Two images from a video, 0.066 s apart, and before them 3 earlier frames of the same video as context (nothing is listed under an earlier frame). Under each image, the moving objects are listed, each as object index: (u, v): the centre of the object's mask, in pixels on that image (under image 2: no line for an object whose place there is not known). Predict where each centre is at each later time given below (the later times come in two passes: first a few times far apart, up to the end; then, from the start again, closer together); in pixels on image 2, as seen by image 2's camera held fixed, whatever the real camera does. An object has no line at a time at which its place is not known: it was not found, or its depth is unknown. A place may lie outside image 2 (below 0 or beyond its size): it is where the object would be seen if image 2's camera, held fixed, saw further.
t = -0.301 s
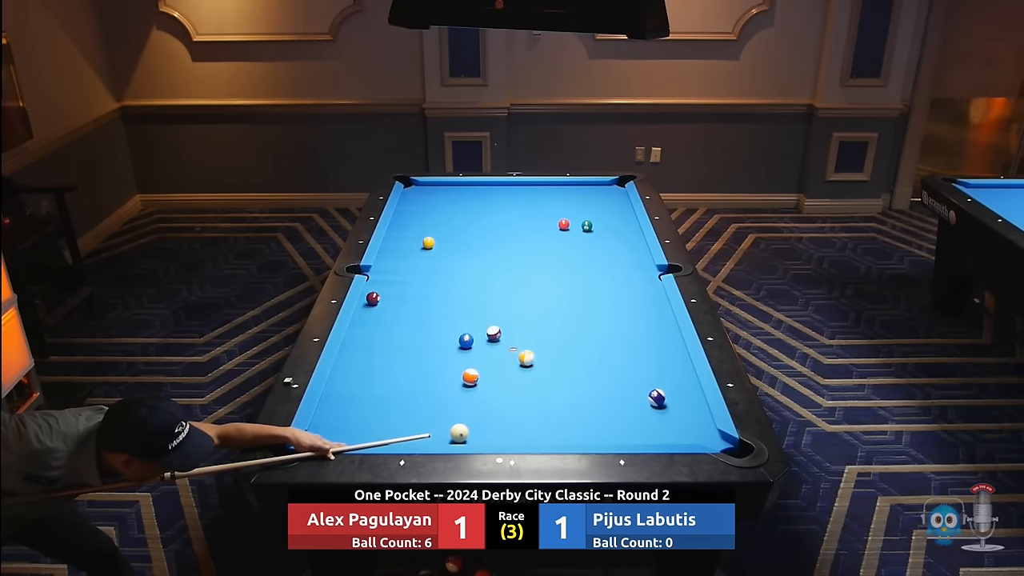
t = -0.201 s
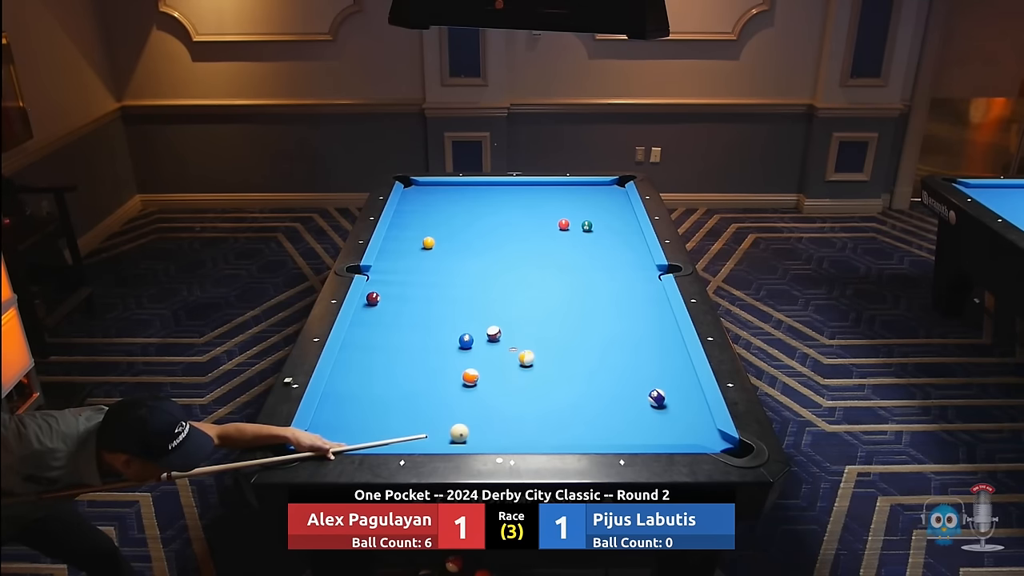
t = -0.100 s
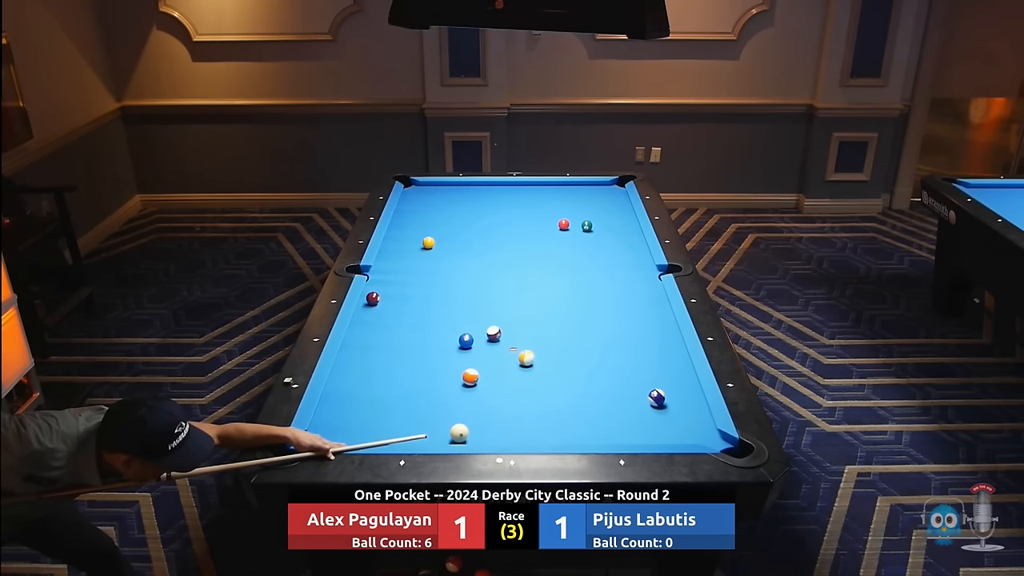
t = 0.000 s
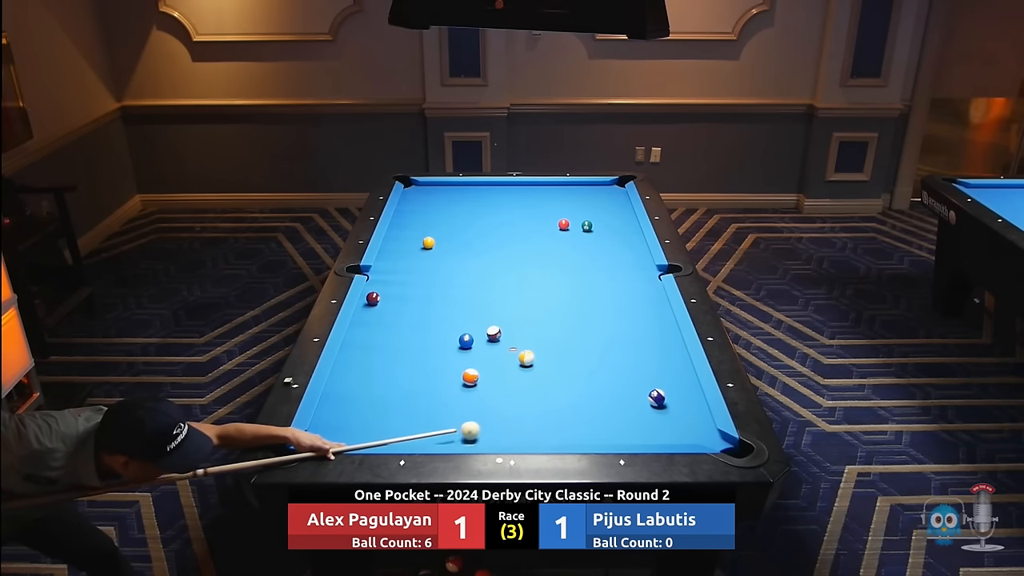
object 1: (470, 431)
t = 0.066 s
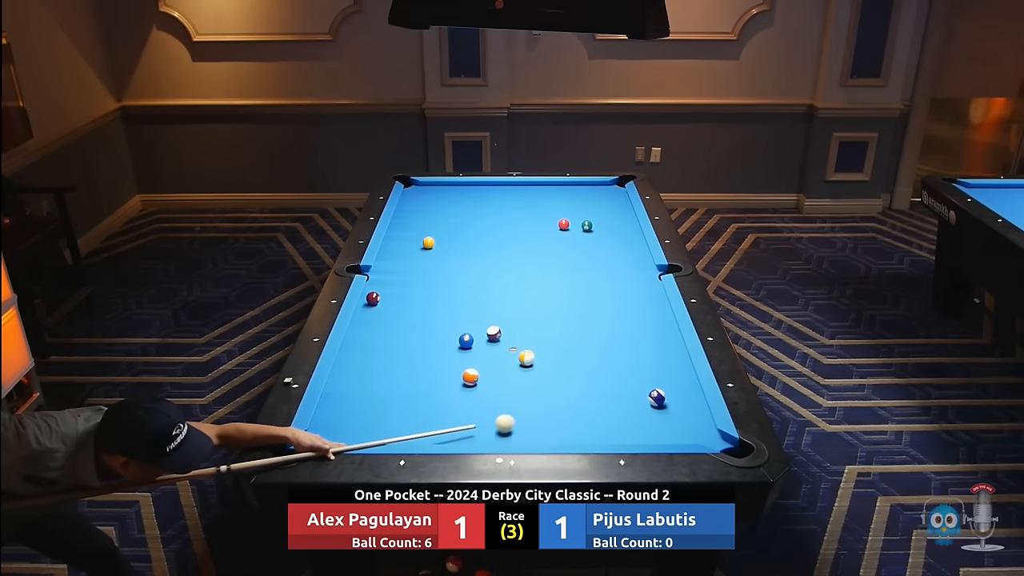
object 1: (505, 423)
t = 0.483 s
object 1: (643, 385)
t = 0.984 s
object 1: (668, 338)
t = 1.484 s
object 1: (625, 303)
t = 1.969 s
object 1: (593, 277)
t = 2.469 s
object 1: (566, 255)
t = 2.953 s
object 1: (545, 237)
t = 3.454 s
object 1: (526, 222)
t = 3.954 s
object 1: (511, 210)
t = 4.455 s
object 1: (498, 200)
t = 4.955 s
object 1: (487, 192)
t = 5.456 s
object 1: (478, 186)
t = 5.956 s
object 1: (472, 185)
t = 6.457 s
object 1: (469, 187)
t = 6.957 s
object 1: (467, 188)
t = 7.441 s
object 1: (467, 188)
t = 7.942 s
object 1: (467, 188)
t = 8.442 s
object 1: (467, 188)
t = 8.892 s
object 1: (467, 188)
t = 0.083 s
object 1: (513, 422)
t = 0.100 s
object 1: (520, 420)
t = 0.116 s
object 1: (528, 419)
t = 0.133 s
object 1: (535, 417)
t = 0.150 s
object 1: (542, 416)
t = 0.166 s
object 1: (550, 415)
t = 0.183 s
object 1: (556, 413)
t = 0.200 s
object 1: (564, 411)
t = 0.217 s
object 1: (570, 410)
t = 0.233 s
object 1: (577, 408)
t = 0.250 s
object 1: (584, 407)
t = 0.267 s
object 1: (591, 406)
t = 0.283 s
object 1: (598, 404)
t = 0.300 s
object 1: (604, 403)
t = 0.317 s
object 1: (611, 401)
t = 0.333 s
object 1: (618, 400)
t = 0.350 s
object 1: (625, 399)
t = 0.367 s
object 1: (631, 397)
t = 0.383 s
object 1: (637, 396)
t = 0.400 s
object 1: (639, 394)
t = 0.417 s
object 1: (640, 392)
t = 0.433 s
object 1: (640, 390)
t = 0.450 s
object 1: (641, 388)
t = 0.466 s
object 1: (642, 386)
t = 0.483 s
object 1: (643, 385)
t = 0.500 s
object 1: (645, 383)
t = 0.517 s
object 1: (646, 381)
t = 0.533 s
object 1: (647, 379)
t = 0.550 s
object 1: (649, 378)
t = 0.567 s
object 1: (651, 376)
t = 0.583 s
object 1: (652, 374)
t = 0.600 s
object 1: (654, 372)
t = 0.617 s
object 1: (655, 371)
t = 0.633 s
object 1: (657, 369)
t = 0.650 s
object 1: (659, 367)
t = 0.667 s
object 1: (660, 366)
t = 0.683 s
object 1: (662, 364)
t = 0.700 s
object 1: (663, 363)
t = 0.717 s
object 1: (665, 361)
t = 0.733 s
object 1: (666, 360)
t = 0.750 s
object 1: (668, 358)
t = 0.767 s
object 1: (669, 356)
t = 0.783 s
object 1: (671, 355)
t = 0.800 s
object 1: (672, 353)
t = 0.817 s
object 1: (674, 352)
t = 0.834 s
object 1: (675, 350)
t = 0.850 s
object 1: (676, 349)
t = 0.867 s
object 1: (678, 348)
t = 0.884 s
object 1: (678, 346)
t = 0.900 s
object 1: (676, 345)
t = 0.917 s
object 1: (674, 344)
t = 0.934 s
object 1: (672, 342)
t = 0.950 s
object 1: (671, 341)
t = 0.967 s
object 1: (669, 340)
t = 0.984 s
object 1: (668, 338)
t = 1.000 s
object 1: (666, 337)
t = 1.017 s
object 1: (664, 336)
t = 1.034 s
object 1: (663, 334)
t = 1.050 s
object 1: (662, 333)
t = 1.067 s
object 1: (660, 332)
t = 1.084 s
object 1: (658, 331)
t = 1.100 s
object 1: (657, 330)
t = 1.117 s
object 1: (656, 328)
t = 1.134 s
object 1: (654, 327)
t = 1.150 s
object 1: (653, 326)
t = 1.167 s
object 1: (651, 325)
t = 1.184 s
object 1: (648, 323)
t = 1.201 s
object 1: (647, 321)
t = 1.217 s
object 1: (646, 320)
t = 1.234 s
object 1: (644, 319)
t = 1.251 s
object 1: (643, 318)
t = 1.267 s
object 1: (642, 317)
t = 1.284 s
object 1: (640, 316)
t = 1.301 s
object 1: (639, 315)
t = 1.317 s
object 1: (638, 313)
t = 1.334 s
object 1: (636, 312)
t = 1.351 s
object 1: (635, 311)
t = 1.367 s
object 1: (634, 310)
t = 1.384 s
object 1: (632, 309)
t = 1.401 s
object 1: (631, 308)
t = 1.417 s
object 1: (630, 307)
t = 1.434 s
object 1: (629, 306)
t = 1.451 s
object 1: (627, 305)
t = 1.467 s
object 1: (626, 304)
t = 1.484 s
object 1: (625, 303)
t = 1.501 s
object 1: (624, 302)
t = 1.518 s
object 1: (622, 301)
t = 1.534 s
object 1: (621, 300)
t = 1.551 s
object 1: (620, 299)
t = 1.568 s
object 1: (619, 298)
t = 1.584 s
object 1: (618, 297)
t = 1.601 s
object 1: (616, 296)
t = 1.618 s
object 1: (615, 295)
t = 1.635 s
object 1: (614, 294)
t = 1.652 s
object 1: (613, 293)
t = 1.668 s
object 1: (612, 292)
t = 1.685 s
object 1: (611, 291)
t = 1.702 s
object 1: (610, 291)
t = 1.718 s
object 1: (609, 290)
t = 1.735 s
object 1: (608, 289)
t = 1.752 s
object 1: (606, 288)
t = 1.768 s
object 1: (605, 287)
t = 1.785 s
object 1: (604, 286)
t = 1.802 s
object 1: (603, 285)
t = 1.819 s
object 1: (602, 284)
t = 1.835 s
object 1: (601, 283)
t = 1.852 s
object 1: (600, 283)
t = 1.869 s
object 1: (599, 282)
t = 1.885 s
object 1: (598, 281)
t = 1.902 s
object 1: (597, 280)
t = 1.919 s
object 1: (596, 279)
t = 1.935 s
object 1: (595, 279)
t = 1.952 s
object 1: (594, 278)
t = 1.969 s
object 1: (593, 277)
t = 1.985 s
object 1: (592, 276)
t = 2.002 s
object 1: (591, 275)
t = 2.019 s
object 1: (590, 274)
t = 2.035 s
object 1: (589, 274)
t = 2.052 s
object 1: (588, 273)
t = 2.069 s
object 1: (587, 272)
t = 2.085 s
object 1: (586, 271)
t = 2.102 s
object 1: (585, 271)
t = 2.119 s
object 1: (584, 270)
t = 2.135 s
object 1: (583, 269)
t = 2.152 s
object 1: (582, 268)
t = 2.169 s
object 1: (582, 267)
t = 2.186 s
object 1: (581, 267)
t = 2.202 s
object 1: (580, 266)
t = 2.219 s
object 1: (579, 265)
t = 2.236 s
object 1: (578, 265)
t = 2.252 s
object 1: (577, 264)
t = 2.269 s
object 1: (576, 263)
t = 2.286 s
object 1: (575, 263)
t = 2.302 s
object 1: (574, 262)
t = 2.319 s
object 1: (574, 261)
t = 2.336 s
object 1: (573, 260)
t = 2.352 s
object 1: (572, 260)
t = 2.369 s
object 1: (571, 259)
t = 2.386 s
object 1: (570, 258)
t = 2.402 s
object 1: (569, 257)
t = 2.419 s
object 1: (569, 257)
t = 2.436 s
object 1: (568, 256)
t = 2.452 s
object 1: (567, 255)
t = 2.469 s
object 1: (566, 255)
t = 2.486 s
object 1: (565, 254)
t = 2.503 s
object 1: (565, 253)
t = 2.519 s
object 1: (564, 253)
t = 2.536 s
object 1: (563, 252)
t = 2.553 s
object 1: (562, 251)
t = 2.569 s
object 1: (561, 251)
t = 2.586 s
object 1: (561, 250)
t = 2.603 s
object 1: (560, 250)
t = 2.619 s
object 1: (559, 249)
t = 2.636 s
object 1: (558, 248)
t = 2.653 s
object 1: (557, 248)
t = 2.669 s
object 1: (557, 247)
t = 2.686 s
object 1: (556, 246)
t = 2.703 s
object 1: (555, 246)
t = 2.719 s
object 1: (555, 245)
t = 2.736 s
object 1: (554, 245)
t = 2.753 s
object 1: (553, 244)
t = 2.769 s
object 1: (552, 244)
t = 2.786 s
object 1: (552, 243)
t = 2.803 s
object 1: (551, 242)
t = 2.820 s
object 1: (550, 242)
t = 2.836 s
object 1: (550, 241)
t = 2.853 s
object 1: (549, 241)
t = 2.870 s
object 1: (548, 240)
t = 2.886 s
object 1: (547, 239)
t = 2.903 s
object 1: (547, 239)
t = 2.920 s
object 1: (546, 238)
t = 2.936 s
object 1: (545, 238)
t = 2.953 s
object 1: (545, 237)
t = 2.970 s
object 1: (544, 237)
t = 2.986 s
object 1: (543, 236)
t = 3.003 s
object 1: (543, 236)
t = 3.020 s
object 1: (542, 235)
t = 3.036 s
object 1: (541, 235)
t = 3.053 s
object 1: (541, 234)
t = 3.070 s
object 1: (540, 234)
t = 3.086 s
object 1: (539, 233)
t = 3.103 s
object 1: (539, 232)
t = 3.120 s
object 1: (538, 232)
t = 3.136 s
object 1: (537, 231)
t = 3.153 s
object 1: (537, 231)
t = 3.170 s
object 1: (536, 230)
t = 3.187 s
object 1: (536, 230)
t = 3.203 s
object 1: (535, 229)
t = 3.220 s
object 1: (534, 229)
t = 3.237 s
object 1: (534, 228)
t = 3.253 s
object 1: (533, 228)
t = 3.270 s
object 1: (533, 228)
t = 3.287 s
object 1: (531, 227)
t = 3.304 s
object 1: (531, 226)
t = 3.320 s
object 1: (530, 226)
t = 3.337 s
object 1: (530, 225)
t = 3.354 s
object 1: (529, 225)
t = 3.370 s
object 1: (528, 224)
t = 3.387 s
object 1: (528, 224)
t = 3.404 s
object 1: (527, 223)
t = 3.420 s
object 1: (527, 223)
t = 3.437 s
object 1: (526, 222)
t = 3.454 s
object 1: (526, 222)
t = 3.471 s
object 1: (525, 222)
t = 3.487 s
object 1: (525, 221)
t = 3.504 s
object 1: (524, 221)
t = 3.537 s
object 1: (523, 220)
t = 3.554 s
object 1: (523, 220)
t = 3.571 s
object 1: (522, 219)
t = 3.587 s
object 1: (522, 219)
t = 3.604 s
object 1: (521, 219)
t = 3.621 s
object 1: (521, 218)
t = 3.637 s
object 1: (520, 218)
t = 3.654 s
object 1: (520, 217)
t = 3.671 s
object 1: (519, 217)
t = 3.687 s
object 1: (519, 217)
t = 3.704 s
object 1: (518, 216)
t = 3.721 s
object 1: (518, 216)
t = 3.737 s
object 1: (517, 215)
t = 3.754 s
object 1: (517, 215)
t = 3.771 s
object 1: (516, 214)
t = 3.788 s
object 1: (515, 214)
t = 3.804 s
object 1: (515, 213)
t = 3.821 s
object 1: (514, 213)
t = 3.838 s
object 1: (514, 213)
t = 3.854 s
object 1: (513, 212)
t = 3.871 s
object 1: (513, 212)
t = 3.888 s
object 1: (513, 211)
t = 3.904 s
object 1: (512, 211)
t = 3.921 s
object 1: (511, 211)
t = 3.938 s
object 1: (511, 210)
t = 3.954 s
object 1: (511, 210)
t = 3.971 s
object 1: (510, 210)
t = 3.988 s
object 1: (510, 209)
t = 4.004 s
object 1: (509, 209)
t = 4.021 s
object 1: (509, 208)
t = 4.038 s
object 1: (508, 208)
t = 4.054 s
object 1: (508, 208)
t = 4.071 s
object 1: (507, 207)
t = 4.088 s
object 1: (507, 207)
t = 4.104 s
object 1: (507, 207)
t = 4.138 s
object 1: (506, 206)
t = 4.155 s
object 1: (506, 206)
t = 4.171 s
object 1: (505, 206)
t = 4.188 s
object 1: (505, 205)
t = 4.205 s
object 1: (504, 205)
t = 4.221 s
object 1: (504, 204)
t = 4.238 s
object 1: (503, 204)
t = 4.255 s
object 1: (503, 204)
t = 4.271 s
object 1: (502, 203)
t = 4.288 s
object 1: (502, 203)
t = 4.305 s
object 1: (501, 203)
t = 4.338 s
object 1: (501, 202)
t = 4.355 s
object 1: (501, 202)
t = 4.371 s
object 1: (500, 202)
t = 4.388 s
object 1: (500, 201)
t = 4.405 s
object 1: (499, 201)
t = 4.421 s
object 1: (499, 201)
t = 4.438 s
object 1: (499, 201)
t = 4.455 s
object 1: (498, 200)
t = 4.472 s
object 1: (498, 200)
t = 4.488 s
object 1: (497, 200)
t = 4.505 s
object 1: (497, 199)
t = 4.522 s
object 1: (497, 199)
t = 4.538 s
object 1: (496, 199)
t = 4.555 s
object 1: (496, 198)
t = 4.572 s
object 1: (495, 198)
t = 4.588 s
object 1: (495, 198)
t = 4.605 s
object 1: (495, 198)
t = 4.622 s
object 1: (494, 198)
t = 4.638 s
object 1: (494, 197)
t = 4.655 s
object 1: (494, 197)
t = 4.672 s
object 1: (493, 197)
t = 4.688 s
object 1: (493, 196)
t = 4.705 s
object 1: (492, 196)
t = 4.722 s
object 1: (492, 196)
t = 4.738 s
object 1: (492, 195)
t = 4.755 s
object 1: (491, 195)
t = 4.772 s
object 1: (491, 195)
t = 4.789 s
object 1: (490, 194)
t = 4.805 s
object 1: (490, 194)
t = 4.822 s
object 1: (490, 194)
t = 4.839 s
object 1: (489, 194)
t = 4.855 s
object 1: (489, 194)
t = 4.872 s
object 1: (489, 193)
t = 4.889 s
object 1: (488, 193)
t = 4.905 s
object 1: (488, 193)
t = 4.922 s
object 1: (488, 193)
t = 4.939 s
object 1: (487, 192)
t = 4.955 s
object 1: (487, 192)
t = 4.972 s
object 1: (487, 192)
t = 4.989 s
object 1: (486, 192)
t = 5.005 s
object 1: (486, 191)
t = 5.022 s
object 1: (486, 191)
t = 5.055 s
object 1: (485, 191)
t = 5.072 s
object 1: (485, 191)
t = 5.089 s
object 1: (485, 190)
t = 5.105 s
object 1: (484, 190)
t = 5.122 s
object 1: (484, 190)
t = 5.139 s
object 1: (484, 190)
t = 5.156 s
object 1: (484, 190)
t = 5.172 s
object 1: (483, 189)
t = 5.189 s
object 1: (483, 189)
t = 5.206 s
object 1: (483, 189)
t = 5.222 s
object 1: (482, 189)
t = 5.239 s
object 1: (482, 189)
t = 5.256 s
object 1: (482, 188)
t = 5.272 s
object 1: (481, 188)
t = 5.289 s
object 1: (481, 188)
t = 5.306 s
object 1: (481, 187)
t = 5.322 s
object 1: (480, 187)
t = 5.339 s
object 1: (480, 187)
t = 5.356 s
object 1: (480, 187)
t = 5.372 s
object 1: (480, 187)
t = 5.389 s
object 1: (479, 187)
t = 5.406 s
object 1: (479, 186)
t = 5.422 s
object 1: (479, 186)
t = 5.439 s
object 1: (478, 186)
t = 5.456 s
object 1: (478, 186)
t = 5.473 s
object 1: (478, 186)
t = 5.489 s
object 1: (478, 185)
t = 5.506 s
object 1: (477, 185)
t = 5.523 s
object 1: (477, 185)
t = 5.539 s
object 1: (477, 185)
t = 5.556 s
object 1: (477, 185)
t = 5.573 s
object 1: (476, 185)
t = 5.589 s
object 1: (476, 184)
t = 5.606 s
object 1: (476, 184)
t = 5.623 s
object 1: (476, 184)
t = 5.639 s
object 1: (476, 184)
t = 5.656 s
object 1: (475, 184)
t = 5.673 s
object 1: (475, 184)
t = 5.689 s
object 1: (475, 184)
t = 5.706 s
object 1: (475, 184)
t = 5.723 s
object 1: (475, 184)
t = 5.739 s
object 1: (474, 184)
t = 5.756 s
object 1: (474, 184)
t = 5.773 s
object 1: (474, 184)
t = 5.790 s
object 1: (474, 184)
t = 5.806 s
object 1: (474, 184)
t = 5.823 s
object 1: (473, 184)
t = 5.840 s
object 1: (473, 184)
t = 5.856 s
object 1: (473, 184)
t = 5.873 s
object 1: (473, 185)
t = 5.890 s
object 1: (473, 185)
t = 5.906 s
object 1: (473, 185)
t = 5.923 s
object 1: (472, 185)
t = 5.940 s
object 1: (472, 185)
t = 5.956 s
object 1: (472, 185)
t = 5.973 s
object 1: (472, 185)
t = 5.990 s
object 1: (472, 185)
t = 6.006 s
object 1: (472, 185)
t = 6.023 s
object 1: (472, 185)
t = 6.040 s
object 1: (471, 185)
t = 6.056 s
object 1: (471, 185)
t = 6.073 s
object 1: (471, 185)
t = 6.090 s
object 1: (471, 186)
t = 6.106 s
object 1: (471, 186)
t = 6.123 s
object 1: (471, 186)
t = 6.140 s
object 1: (471, 186)
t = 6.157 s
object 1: (471, 186)
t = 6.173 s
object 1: (470, 186)
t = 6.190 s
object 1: (470, 186)
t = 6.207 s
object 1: (470, 186)
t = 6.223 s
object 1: (470, 186)
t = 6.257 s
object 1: (470, 186)
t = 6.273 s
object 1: (470, 186)
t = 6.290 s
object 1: (470, 186)
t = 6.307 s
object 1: (470, 186)
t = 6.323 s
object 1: (470, 186)
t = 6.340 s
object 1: (469, 186)
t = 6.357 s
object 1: (469, 186)
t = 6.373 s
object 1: (469, 187)
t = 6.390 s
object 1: (469, 187)
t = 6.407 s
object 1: (469, 187)
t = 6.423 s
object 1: (469, 187)
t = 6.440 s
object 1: (469, 187)
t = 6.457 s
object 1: (469, 187)
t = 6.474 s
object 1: (469, 187)
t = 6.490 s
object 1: (468, 187)
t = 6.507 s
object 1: (468, 187)
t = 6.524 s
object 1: (468, 187)
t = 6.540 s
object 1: (468, 187)
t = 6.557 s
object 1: (468, 187)
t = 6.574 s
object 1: (468, 187)
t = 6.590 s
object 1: (468, 187)
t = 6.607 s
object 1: (468, 187)
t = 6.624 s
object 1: (468, 187)
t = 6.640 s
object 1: (468, 187)
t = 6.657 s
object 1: (468, 187)
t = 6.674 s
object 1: (468, 187)
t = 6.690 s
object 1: (468, 188)
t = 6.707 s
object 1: (468, 188)
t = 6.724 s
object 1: (468, 188)
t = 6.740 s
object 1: (468, 188)
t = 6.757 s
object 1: (467, 188)
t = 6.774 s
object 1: (467, 188)
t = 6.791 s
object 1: (467, 188)
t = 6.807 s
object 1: (467, 188)
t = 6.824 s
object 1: (467, 188)
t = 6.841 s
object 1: (467, 188)
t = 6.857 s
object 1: (467, 188)
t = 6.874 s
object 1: (467, 188)
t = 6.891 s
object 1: (467, 188)
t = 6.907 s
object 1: (467, 188)
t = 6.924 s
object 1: (467, 188)
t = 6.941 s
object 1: (467, 188)
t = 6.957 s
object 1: (467, 188)
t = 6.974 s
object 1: (467, 188)
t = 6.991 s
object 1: (467, 188)
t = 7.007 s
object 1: (467, 188)
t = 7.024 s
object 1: (467, 188)
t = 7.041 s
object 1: (467, 188)
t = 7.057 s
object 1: (467, 188)
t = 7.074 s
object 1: (467, 188)
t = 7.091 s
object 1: (467, 188)
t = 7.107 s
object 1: (467, 188)
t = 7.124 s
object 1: (467, 188)
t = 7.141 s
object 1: (467, 188)
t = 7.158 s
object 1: (467, 188)
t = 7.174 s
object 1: (467, 188)
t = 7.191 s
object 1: (467, 188)
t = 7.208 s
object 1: (467, 188)
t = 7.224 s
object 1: (467, 188)
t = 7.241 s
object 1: (467, 188)
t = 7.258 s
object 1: (467, 188)
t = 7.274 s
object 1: (467, 188)
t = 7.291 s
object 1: (467, 188)
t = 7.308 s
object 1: (467, 188)
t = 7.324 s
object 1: (467, 188)
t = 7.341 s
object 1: (467, 188)
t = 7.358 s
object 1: (467, 188)
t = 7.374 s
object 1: (467, 188)
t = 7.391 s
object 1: (467, 188)
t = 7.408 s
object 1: (467, 188)
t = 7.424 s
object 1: (467, 188)
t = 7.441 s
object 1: (467, 188)
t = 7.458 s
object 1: (467, 188)
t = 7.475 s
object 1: (467, 188)
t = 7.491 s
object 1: (467, 188)
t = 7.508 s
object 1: (467, 188)
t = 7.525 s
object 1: (467, 188)
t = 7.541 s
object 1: (467, 188)
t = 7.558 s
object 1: (467, 188)
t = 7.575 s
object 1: (467, 188)
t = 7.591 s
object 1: (467, 188)
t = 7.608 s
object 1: (467, 188)
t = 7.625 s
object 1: (467, 188)
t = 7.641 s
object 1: (467, 188)
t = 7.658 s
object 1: (467, 188)
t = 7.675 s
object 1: (467, 188)
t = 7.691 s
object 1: (467, 188)
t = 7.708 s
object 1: (467, 188)
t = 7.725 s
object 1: (467, 188)
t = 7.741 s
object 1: (467, 188)
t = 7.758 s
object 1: (467, 188)
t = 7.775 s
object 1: (467, 188)
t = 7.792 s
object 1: (467, 188)
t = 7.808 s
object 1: (467, 188)
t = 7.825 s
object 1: (467, 188)
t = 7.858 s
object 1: (467, 188)
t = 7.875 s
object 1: (467, 188)
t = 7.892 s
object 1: (467, 188)
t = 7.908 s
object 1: (467, 188)
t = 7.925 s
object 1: (467, 188)
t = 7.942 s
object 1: (467, 188)
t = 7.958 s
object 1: (467, 188)
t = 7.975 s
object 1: (467, 188)
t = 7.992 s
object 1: (467, 188)
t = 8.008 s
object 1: (467, 188)
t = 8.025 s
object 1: (467, 188)
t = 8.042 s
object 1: (467, 188)
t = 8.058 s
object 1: (467, 188)
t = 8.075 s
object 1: (467, 188)
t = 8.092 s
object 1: (467, 188)
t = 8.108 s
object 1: (467, 188)
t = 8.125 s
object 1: (467, 188)
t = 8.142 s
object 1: (467, 188)
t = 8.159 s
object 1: (467, 188)
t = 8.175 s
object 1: (467, 188)
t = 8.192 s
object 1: (467, 188)
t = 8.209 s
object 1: (467, 188)
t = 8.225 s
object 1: (467, 188)
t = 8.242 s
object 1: (467, 188)
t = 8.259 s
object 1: (467, 188)
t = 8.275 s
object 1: (467, 188)
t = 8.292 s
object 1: (467, 188)
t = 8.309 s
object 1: (467, 188)
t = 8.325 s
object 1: (467, 188)
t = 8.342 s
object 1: (467, 188)
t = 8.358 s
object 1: (467, 188)
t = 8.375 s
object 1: (467, 188)
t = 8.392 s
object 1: (467, 188)
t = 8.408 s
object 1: (467, 188)
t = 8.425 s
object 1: (467, 188)
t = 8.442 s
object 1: (467, 188)
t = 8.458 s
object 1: (467, 188)
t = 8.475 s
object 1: (467, 188)
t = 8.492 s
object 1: (467, 188)
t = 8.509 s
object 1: (467, 188)
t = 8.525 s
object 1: (467, 188)
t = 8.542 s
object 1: (467, 188)
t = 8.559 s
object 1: (467, 188)
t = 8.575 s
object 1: (467, 188)
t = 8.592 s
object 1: (467, 188)
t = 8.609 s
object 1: (467, 188)
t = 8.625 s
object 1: (467, 188)
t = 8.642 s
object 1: (467, 188)
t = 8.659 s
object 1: (467, 188)
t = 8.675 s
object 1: (467, 188)
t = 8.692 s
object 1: (467, 188)
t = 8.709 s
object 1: (467, 188)
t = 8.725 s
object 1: (467, 188)
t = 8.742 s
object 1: (467, 188)
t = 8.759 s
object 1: (467, 188)
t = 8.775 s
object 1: (467, 188)
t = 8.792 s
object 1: (467, 188)
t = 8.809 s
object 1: (467, 188)
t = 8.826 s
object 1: (467, 188)
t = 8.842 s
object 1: (467, 188)
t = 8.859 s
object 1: (467, 188)
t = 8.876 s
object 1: (467, 188)
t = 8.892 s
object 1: (467, 188)
